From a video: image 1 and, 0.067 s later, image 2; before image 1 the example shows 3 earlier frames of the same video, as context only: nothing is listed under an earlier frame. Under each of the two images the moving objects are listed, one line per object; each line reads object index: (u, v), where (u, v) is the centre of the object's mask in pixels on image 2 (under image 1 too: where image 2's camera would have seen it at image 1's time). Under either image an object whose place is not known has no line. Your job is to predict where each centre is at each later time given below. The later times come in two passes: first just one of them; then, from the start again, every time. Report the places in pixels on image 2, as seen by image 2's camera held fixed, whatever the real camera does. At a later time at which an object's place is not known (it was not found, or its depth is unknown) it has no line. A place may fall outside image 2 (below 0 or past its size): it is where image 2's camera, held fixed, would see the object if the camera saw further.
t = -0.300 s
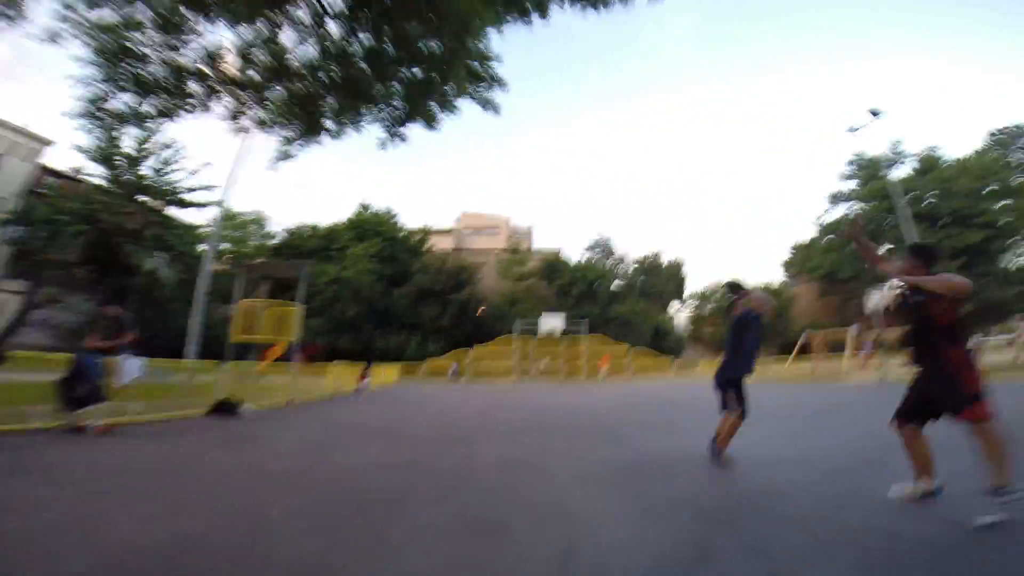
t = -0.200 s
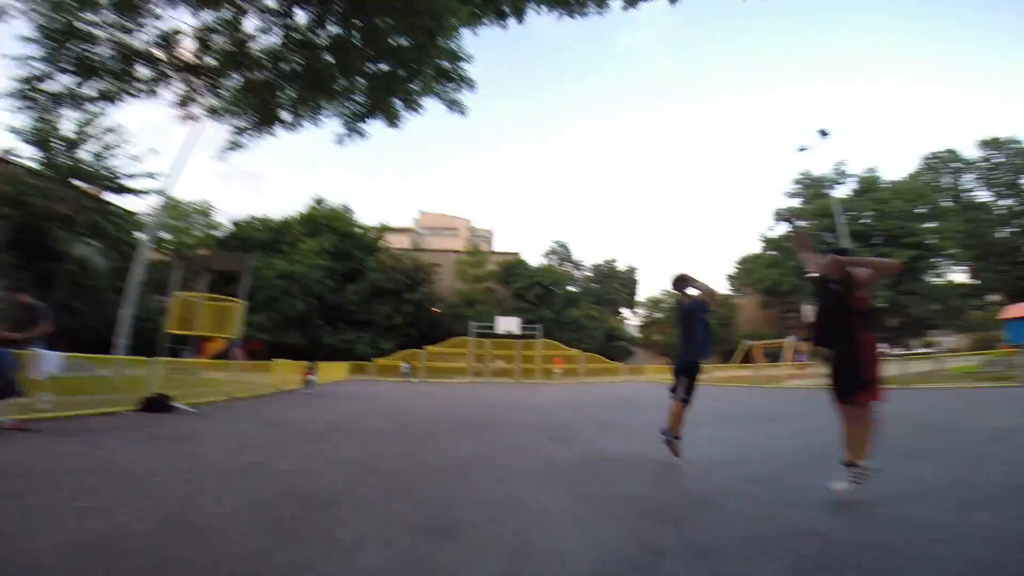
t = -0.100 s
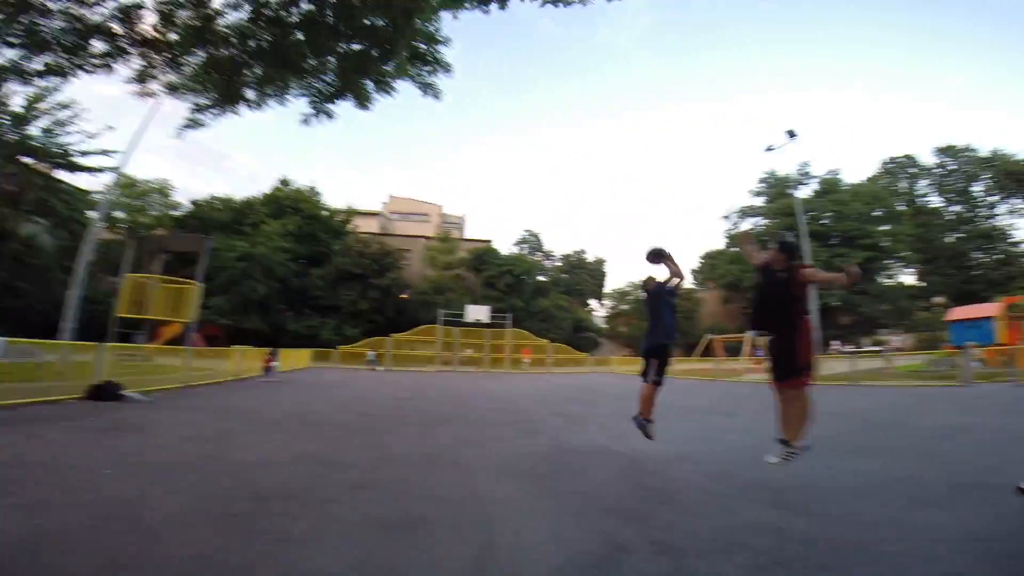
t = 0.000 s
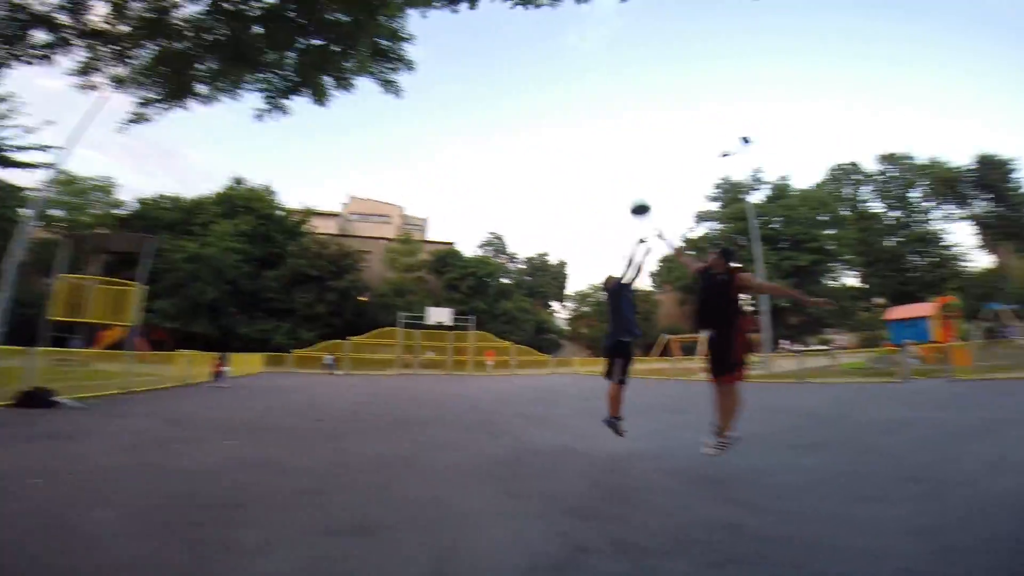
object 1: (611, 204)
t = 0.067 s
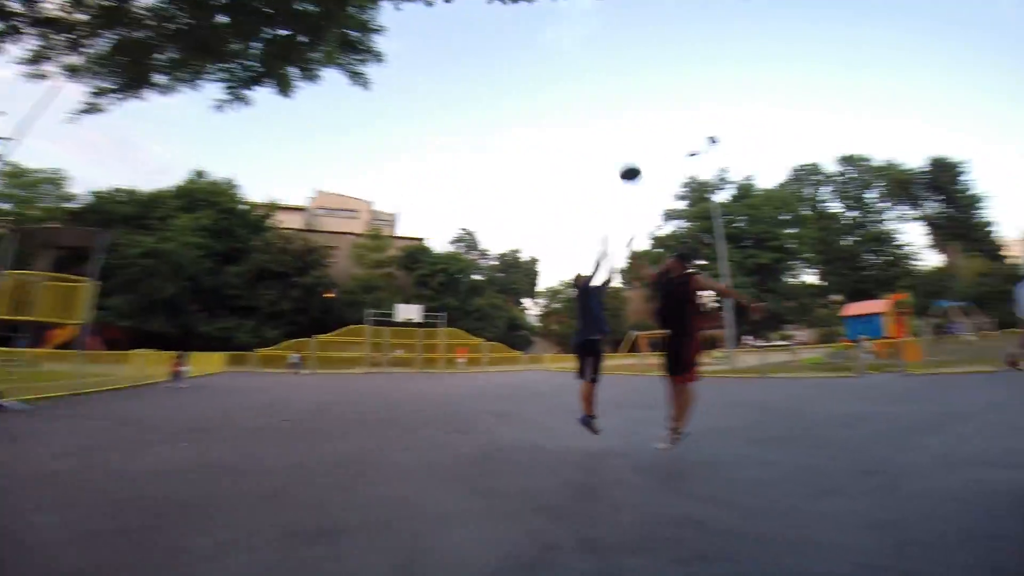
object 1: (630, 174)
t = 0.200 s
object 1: (673, 113)
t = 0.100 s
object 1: (639, 159)
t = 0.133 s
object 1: (650, 142)
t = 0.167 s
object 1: (660, 127)
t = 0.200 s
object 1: (673, 113)
